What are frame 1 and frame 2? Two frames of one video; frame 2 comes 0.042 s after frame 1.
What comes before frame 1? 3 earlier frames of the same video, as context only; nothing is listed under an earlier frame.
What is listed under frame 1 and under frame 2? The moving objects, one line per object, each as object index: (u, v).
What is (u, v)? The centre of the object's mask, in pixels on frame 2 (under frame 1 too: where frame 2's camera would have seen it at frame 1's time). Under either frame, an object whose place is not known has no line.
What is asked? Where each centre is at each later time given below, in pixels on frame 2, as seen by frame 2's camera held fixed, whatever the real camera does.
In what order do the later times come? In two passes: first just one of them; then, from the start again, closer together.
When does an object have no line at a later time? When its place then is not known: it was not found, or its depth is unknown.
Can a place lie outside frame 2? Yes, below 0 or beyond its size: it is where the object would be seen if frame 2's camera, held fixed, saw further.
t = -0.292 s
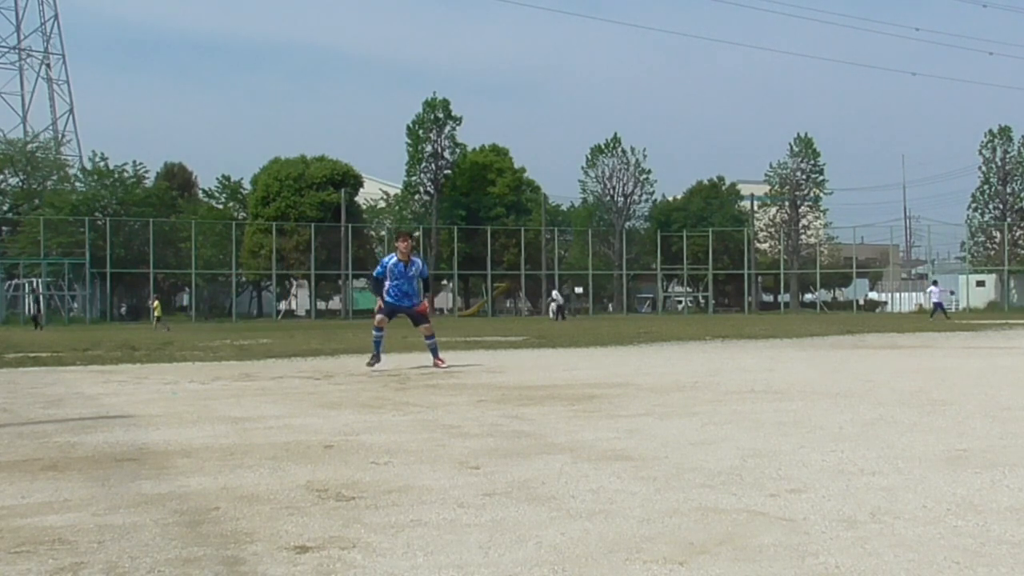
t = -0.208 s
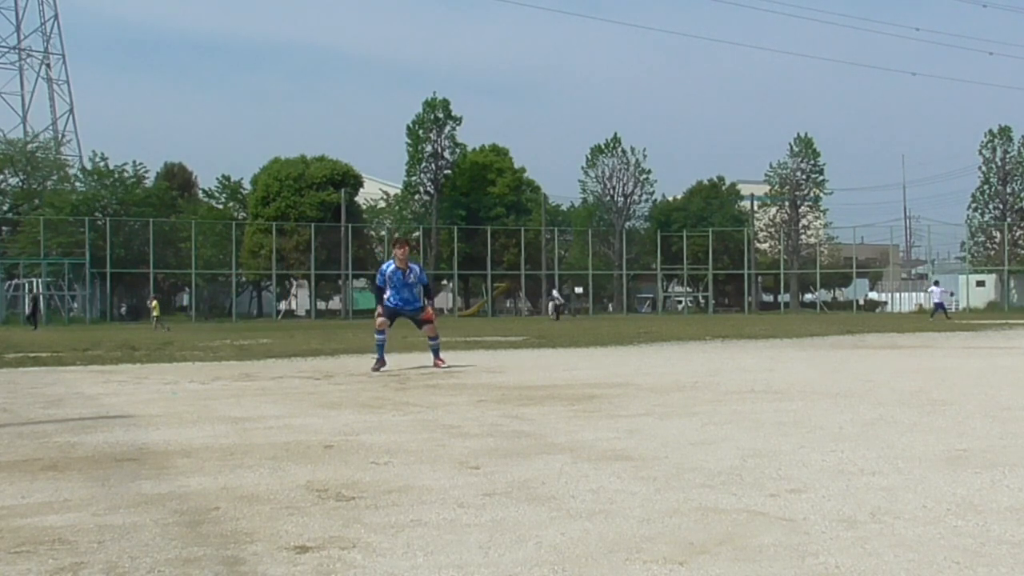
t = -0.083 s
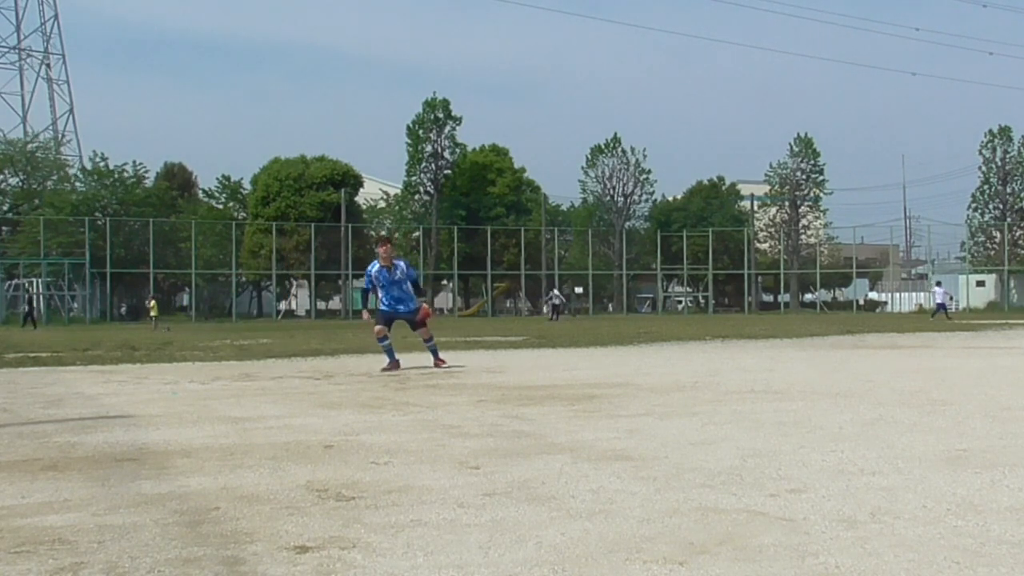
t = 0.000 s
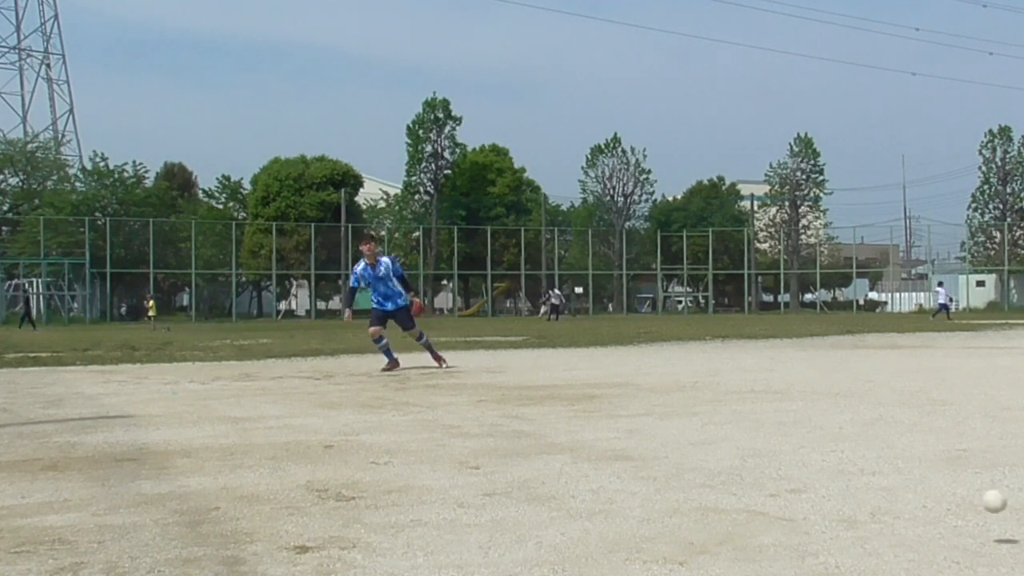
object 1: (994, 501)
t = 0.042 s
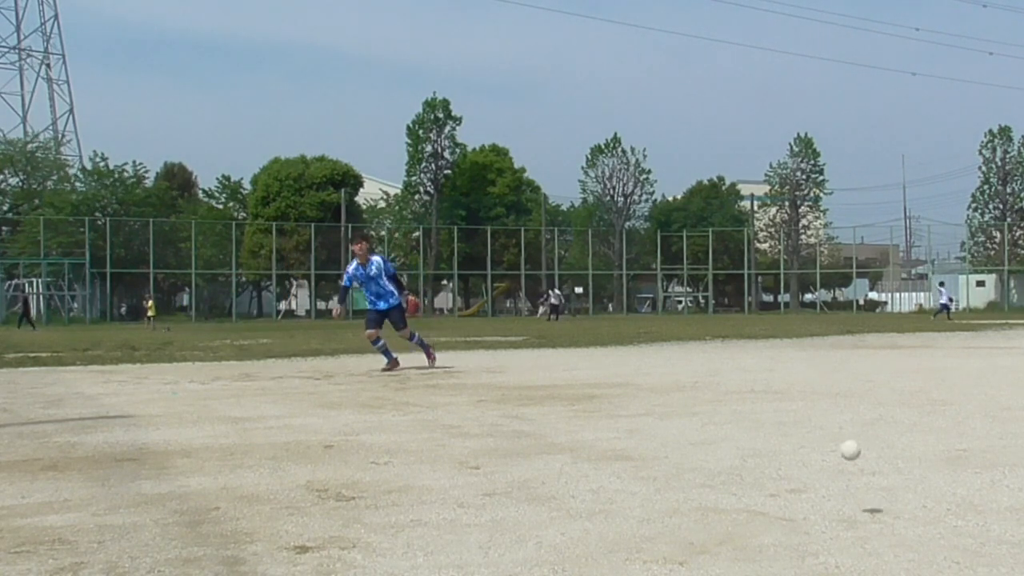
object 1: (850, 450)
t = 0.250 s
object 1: (516, 382)
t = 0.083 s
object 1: (773, 427)
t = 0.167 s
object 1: (624, 392)
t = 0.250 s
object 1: (516, 382)
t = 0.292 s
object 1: (465, 384)
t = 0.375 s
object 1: (396, 395)
